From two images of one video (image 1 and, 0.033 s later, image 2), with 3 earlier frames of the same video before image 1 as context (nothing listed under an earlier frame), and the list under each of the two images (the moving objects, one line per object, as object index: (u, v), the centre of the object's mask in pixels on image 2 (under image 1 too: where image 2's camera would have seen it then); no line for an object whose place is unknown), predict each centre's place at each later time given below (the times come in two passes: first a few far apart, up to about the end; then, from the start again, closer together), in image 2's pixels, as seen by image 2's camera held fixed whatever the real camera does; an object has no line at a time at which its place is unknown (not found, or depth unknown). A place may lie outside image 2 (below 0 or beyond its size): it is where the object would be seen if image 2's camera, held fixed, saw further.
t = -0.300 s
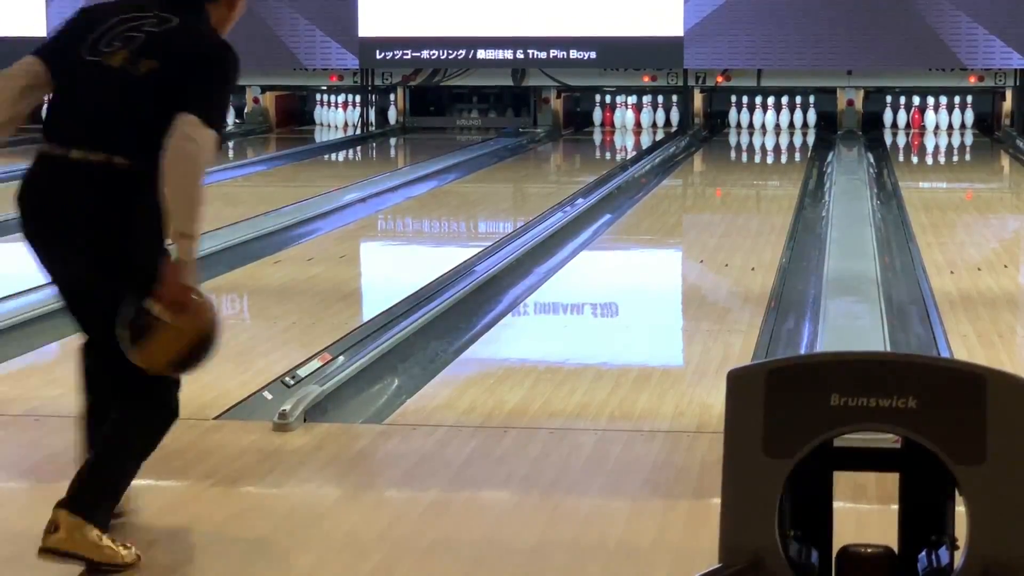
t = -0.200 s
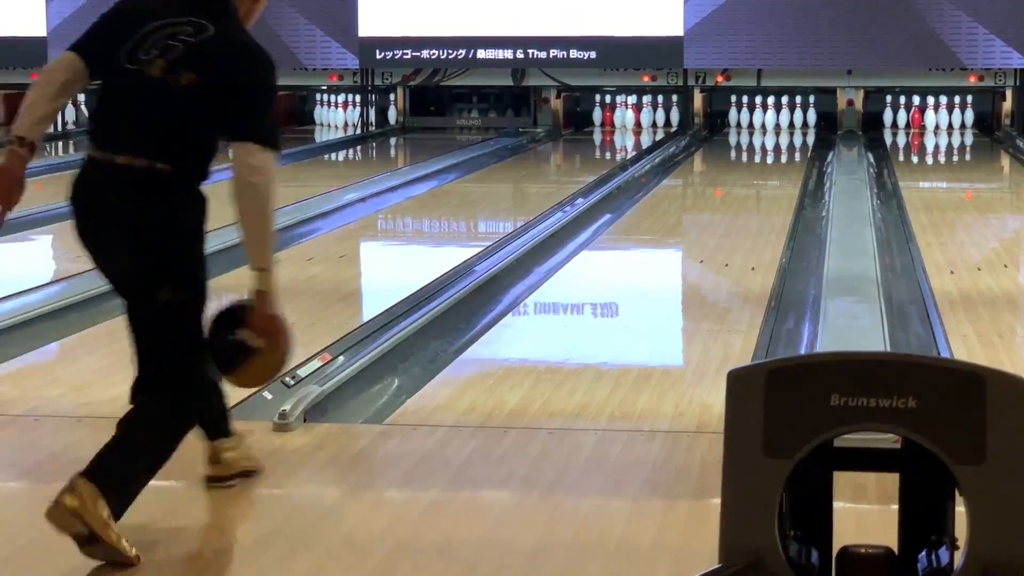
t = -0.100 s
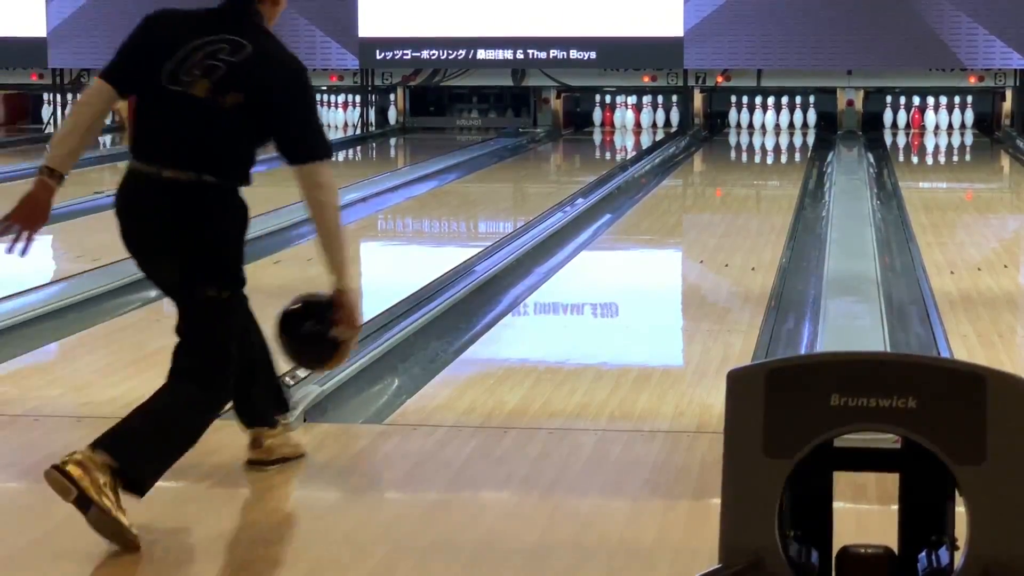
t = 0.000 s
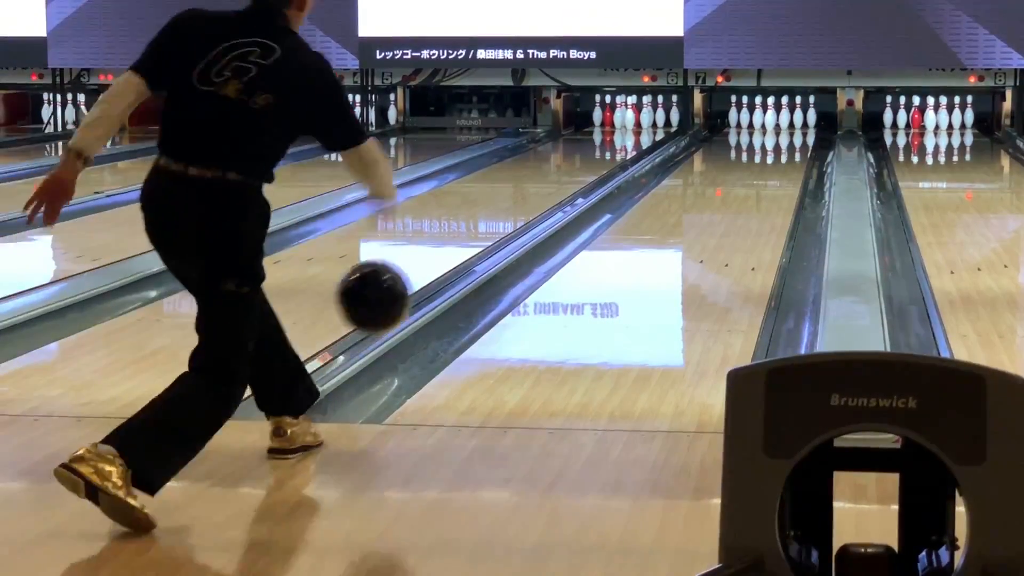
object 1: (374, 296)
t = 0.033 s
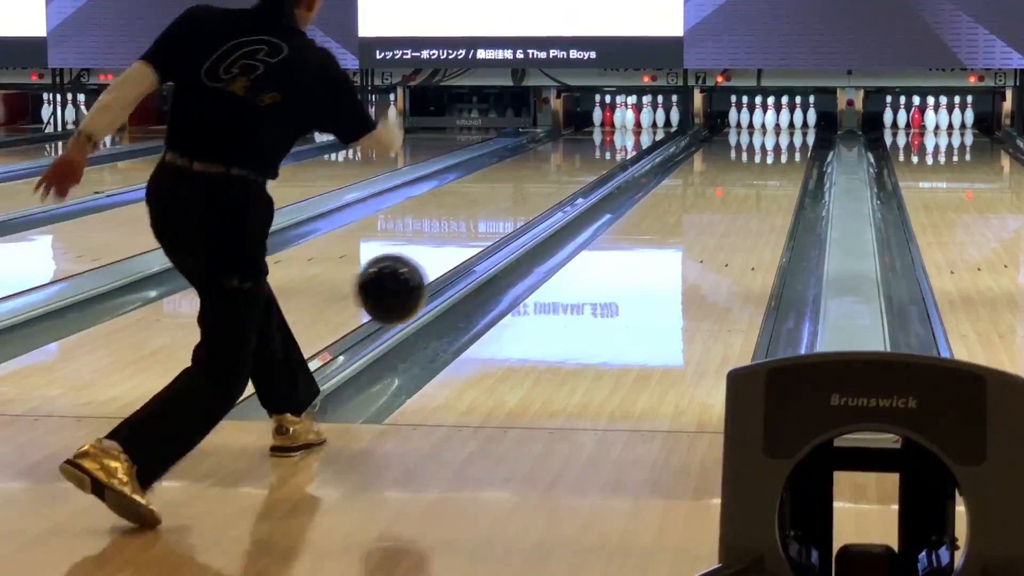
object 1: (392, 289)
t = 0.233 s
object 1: (479, 316)
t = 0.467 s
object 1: (554, 300)
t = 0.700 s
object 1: (610, 268)
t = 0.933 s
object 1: (652, 242)
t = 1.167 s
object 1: (686, 221)
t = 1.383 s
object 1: (713, 205)
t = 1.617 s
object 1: (736, 190)
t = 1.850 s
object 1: (756, 177)
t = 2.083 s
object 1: (772, 167)
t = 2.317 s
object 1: (786, 157)
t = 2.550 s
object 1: (796, 150)
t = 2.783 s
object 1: (804, 143)
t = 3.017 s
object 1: (809, 138)
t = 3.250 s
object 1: (809, 131)
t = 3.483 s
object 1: (805, 128)
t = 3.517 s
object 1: (804, 127)
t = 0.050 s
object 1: (400, 286)
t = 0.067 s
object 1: (408, 285)
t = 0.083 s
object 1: (415, 284)
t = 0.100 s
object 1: (424, 285)
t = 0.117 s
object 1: (431, 287)
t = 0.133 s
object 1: (439, 289)
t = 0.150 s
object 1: (447, 292)
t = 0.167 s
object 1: (453, 296)
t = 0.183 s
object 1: (459, 299)
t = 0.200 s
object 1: (464, 304)
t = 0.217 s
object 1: (472, 311)
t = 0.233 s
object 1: (479, 316)
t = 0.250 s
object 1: (484, 322)
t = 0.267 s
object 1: (492, 332)
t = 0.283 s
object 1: (498, 335)
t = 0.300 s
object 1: (504, 328)
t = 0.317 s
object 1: (509, 323)
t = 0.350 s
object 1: (519, 316)
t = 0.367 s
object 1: (525, 313)
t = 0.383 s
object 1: (530, 311)
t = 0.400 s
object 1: (535, 310)
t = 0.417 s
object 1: (540, 310)
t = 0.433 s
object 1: (545, 308)
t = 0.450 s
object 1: (550, 303)
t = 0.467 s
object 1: (554, 300)
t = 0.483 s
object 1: (559, 298)
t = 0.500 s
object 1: (563, 296)
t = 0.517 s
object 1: (568, 293)
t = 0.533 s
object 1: (571, 290)
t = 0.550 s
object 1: (576, 287)
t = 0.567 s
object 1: (579, 285)
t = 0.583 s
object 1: (584, 283)
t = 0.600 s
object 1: (587, 280)
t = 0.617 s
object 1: (591, 278)
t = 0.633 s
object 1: (595, 276)
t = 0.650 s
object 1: (599, 274)
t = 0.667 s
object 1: (602, 272)
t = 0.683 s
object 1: (606, 269)
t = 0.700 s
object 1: (610, 268)
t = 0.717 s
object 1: (613, 265)
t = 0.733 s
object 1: (616, 264)
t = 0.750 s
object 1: (620, 261)
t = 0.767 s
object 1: (623, 259)
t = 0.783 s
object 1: (626, 258)
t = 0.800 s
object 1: (629, 255)
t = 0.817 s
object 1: (633, 253)
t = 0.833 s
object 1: (636, 252)
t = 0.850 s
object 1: (638, 250)
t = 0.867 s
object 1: (641, 248)
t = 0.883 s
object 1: (644, 247)
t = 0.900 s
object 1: (646, 245)
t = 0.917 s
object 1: (649, 244)
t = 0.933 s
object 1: (652, 242)
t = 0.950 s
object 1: (655, 240)
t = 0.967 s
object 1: (658, 238)
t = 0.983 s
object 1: (661, 237)
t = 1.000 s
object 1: (664, 235)
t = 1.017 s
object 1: (667, 233)
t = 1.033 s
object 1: (669, 232)
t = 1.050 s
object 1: (671, 230)
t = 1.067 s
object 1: (674, 229)
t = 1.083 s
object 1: (676, 227)
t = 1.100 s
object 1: (678, 226)
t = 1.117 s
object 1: (680, 225)
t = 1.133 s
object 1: (682, 223)
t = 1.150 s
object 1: (684, 222)
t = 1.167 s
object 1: (686, 221)
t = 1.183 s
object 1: (689, 220)
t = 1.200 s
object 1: (691, 219)
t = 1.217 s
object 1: (694, 218)
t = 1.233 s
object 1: (696, 216)
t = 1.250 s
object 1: (699, 214)
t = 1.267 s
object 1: (701, 213)
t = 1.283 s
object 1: (704, 211)
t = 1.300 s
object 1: (705, 210)
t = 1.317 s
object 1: (707, 209)
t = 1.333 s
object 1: (708, 208)
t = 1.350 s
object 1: (710, 207)
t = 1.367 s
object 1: (711, 206)
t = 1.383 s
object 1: (713, 205)
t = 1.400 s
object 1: (715, 204)
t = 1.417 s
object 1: (715, 203)
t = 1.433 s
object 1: (717, 202)
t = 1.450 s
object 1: (720, 200)
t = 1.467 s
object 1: (722, 200)
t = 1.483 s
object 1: (724, 198)
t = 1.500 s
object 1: (726, 197)
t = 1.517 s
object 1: (728, 196)
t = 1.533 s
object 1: (730, 194)
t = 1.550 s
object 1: (732, 194)
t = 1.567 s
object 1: (733, 193)
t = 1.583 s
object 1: (734, 192)
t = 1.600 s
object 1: (735, 191)
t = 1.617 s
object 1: (736, 190)
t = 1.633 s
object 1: (738, 189)
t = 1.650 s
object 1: (739, 189)
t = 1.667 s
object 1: (741, 187)
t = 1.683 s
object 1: (743, 187)
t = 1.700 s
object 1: (744, 186)
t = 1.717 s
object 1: (745, 185)
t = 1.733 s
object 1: (746, 184)
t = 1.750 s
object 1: (748, 183)
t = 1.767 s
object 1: (750, 182)
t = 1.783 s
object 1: (752, 181)
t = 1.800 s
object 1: (754, 179)
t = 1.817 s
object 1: (754, 179)
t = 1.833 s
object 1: (755, 178)
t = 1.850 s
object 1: (756, 177)
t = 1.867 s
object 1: (757, 176)
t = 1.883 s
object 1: (758, 176)
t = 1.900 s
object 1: (759, 175)
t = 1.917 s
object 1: (760, 174)
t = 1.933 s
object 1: (761, 173)
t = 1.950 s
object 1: (762, 173)
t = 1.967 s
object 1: (763, 172)
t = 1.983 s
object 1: (764, 172)
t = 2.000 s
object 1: (766, 170)
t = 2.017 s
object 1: (767, 170)
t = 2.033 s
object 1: (769, 169)
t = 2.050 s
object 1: (770, 169)
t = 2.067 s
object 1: (773, 166)
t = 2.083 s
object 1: (772, 167)
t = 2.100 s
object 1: (773, 166)
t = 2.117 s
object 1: (774, 165)
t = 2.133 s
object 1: (774, 165)
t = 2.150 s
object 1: (776, 164)
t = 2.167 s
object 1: (776, 163)
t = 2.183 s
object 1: (778, 163)
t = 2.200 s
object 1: (778, 162)
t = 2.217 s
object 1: (780, 162)
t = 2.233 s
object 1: (781, 161)
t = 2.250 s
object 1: (781, 160)
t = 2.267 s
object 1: (782, 159)
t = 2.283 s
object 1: (782, 158)
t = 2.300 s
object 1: (784, 158)
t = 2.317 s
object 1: (786, 157)
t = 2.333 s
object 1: (788, 156)
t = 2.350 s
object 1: (786, 156)
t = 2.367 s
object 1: (787, 156)
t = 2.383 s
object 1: (788, 155)
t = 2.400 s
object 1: (788, 154)
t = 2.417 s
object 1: (790, 153)
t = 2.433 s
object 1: (791, 153)
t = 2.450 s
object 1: (791, 152)
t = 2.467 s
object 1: (793, 152)
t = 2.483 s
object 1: (792, 152)
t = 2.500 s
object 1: (794, 151)
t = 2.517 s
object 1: (794, 151)
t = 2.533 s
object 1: (795, 150)
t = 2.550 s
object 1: (796, 150)
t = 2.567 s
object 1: (797, 150)
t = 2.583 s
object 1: (798, 149)
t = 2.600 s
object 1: (799, 148)
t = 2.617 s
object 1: (799, 147)
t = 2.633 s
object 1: (799, 147)
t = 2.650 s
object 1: (799, 147)
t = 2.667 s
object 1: (800, 147)
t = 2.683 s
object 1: (800, 146)
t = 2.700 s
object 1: (801, 145)
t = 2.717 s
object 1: (802, 144)
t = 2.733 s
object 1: (801, 144)
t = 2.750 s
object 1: (802, 144)
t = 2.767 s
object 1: (802, 144)
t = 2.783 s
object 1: (804, 143)
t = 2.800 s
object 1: (804, 142)
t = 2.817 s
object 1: (804, 142)
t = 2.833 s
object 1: (805, 141)
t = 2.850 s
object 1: (805, 141)
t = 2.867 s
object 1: (805, 140)
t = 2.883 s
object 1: (805, 140)
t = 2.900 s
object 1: (806, 139)
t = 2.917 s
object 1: (807, 138)
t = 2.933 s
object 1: (805, 138)
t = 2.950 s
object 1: (807, 138)
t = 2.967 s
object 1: (808, 138)
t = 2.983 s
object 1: (809, 139)
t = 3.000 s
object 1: (808, 138)
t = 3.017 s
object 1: (809, 138)
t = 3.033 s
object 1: (809, 136)
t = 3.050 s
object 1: (807, 136)
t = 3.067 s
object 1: (808, 136)
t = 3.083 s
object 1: (809, 136)
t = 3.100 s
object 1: (809, 136)
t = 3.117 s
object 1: (809, 135)
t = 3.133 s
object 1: (809, 135)
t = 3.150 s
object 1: (808, 133)
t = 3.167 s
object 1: (810, 134)
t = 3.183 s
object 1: (810, 133)
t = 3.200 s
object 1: (809, 132)
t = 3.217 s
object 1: (808, 132)
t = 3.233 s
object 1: (809, 132)
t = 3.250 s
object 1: (809, 131)
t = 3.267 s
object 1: (808, 131)
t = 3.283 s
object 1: (809, 131)
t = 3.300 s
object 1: (808, 130)
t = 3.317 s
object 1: (808, 130)
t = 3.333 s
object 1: (808, 130)
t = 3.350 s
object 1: (808, 130)
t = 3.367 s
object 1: (807, 129)
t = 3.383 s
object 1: (807, 129)
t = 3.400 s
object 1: (807, 129)
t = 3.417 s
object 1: (806, 129)
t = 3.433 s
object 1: (806, 128)
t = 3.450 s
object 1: (806, 128)
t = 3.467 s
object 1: (805, 128)
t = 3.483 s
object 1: (805, 128)
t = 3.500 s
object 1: (805, 127)
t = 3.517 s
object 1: (804, 127)
